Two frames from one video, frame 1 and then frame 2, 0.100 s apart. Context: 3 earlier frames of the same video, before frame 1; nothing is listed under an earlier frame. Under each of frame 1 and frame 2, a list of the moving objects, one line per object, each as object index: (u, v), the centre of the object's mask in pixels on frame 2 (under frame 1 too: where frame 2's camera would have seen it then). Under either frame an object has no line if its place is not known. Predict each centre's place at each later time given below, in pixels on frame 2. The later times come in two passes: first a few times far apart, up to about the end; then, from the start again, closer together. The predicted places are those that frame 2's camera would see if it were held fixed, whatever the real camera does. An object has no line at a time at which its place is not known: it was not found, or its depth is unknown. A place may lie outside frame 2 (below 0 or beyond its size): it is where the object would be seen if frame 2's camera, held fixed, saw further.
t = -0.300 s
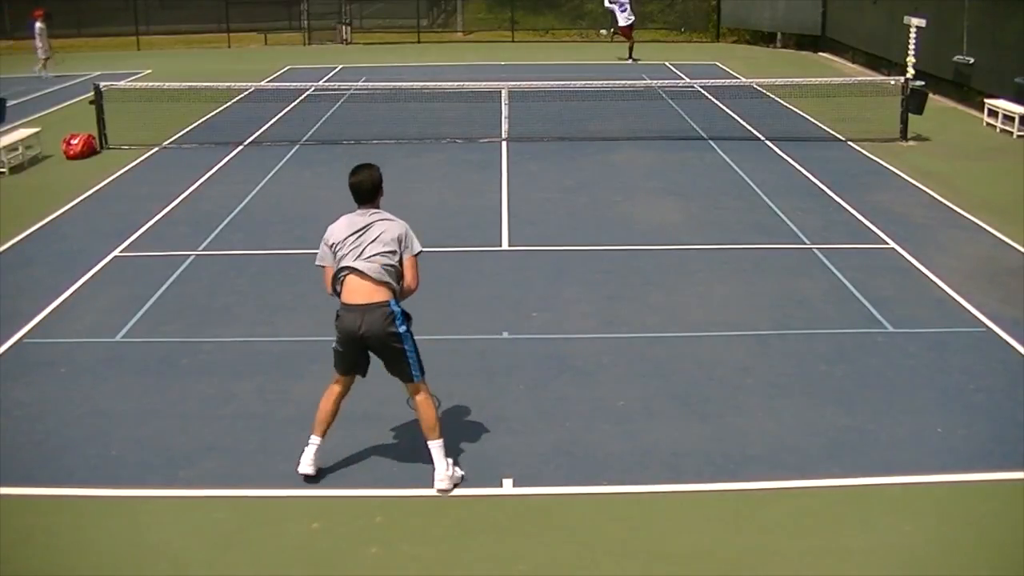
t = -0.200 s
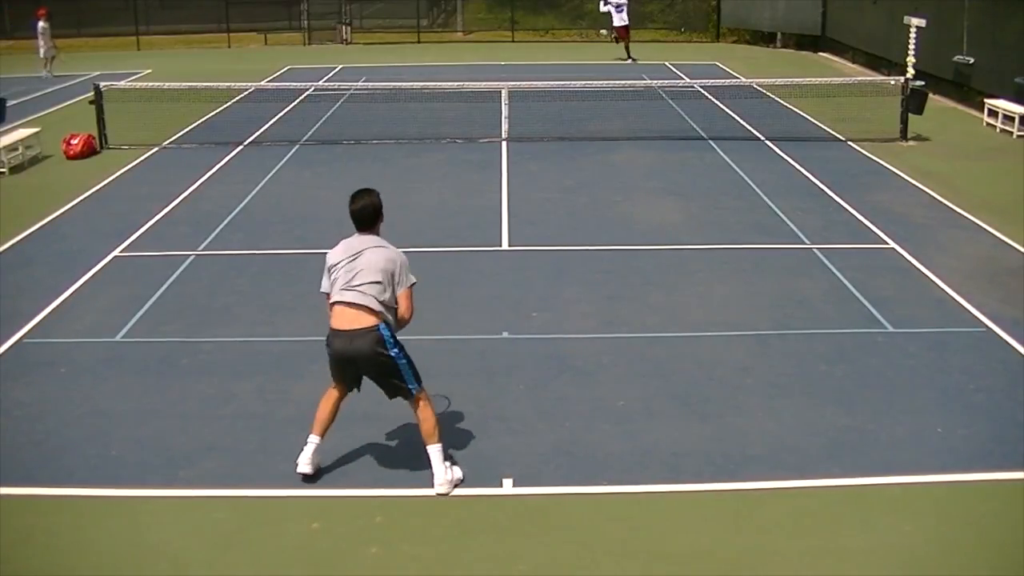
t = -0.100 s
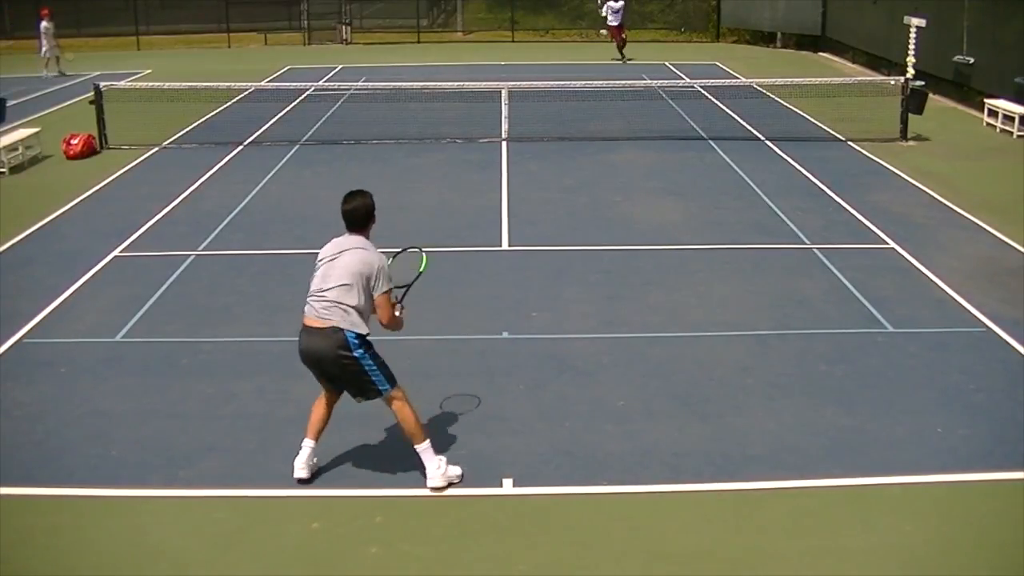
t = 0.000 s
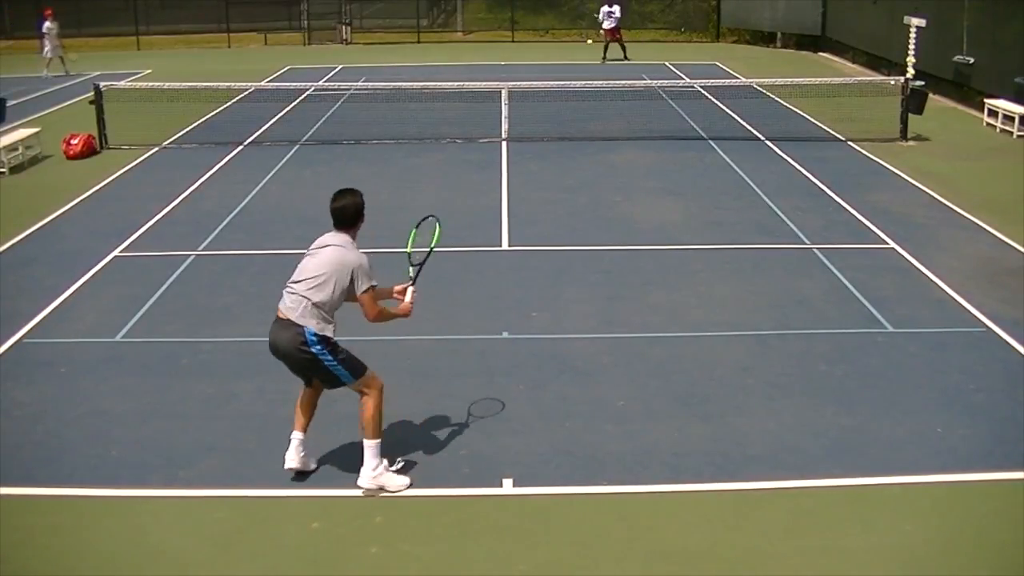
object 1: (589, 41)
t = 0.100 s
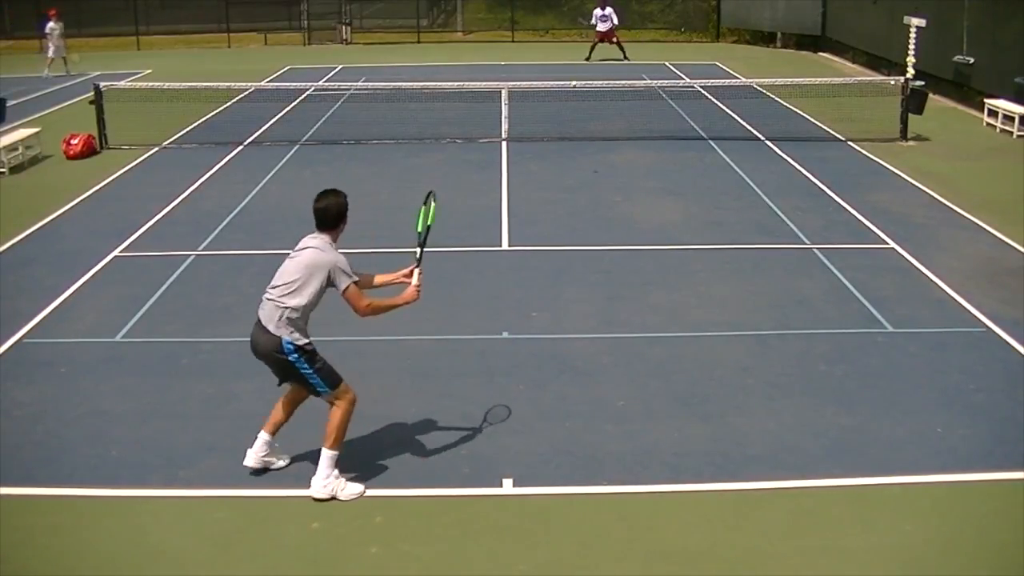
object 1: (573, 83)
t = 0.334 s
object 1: (529, 263)
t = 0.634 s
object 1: (454, 226)
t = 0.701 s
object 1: (431, 233)
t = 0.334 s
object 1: (529, 263)
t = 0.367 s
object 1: (522, 257)
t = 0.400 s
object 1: (516, 249)
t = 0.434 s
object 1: (508, 241)
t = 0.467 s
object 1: (500, 236)
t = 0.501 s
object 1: (492, 231)
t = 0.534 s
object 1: (483, 227)
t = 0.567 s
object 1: (474, 225)
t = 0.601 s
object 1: (464, 225)
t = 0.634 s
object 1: (454, 226)
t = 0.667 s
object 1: (443, 228)
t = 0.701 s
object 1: (431, 233)
